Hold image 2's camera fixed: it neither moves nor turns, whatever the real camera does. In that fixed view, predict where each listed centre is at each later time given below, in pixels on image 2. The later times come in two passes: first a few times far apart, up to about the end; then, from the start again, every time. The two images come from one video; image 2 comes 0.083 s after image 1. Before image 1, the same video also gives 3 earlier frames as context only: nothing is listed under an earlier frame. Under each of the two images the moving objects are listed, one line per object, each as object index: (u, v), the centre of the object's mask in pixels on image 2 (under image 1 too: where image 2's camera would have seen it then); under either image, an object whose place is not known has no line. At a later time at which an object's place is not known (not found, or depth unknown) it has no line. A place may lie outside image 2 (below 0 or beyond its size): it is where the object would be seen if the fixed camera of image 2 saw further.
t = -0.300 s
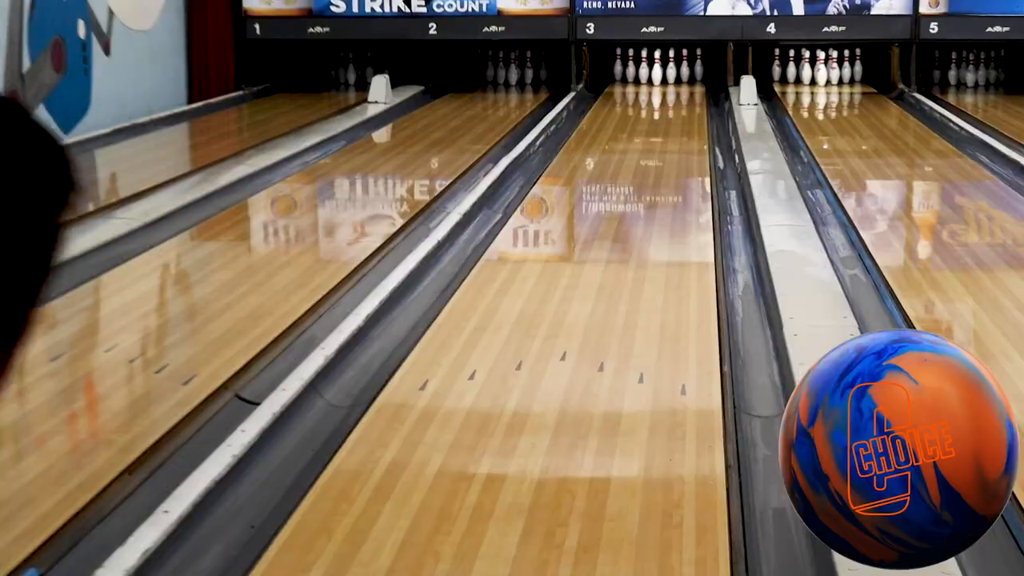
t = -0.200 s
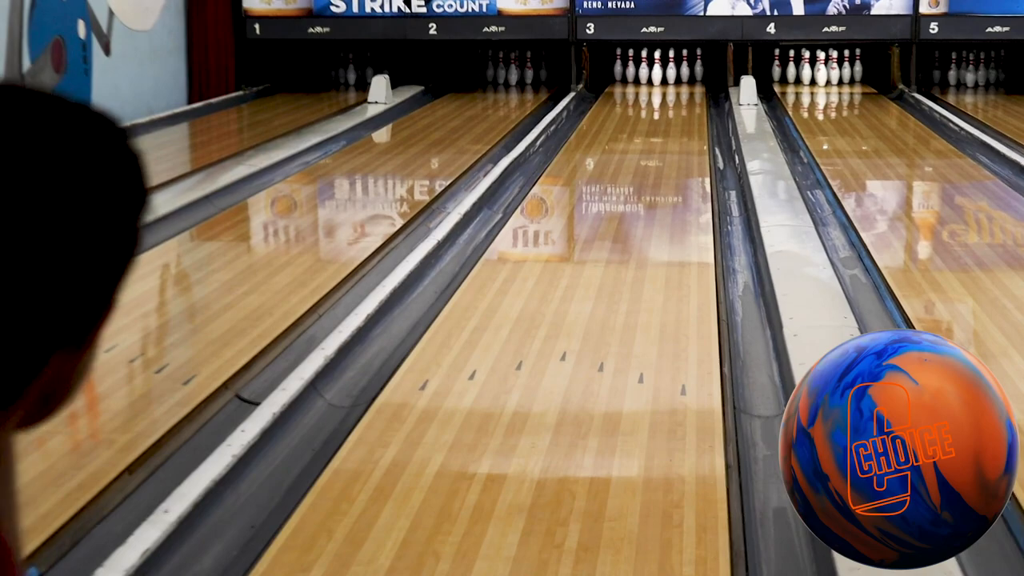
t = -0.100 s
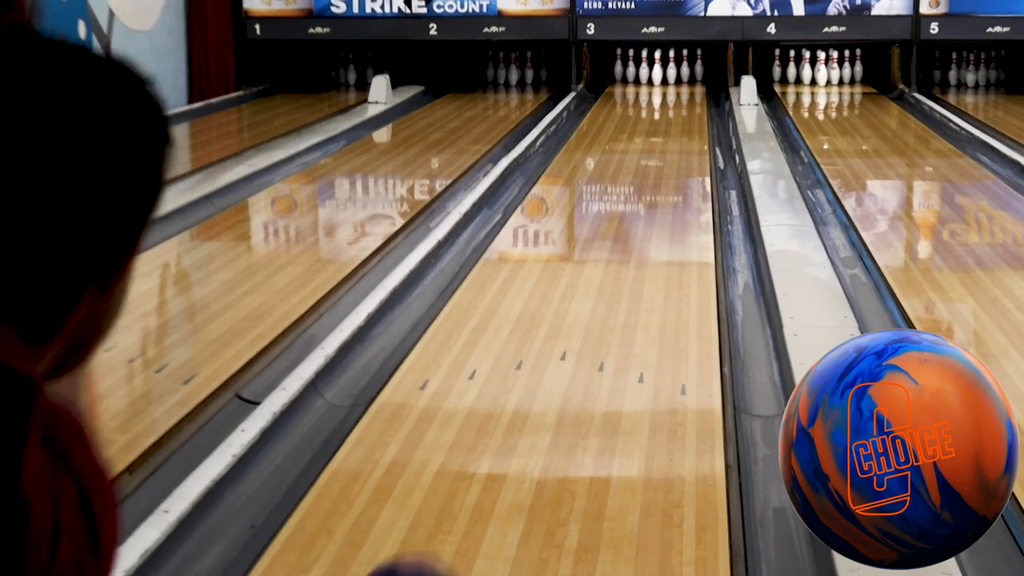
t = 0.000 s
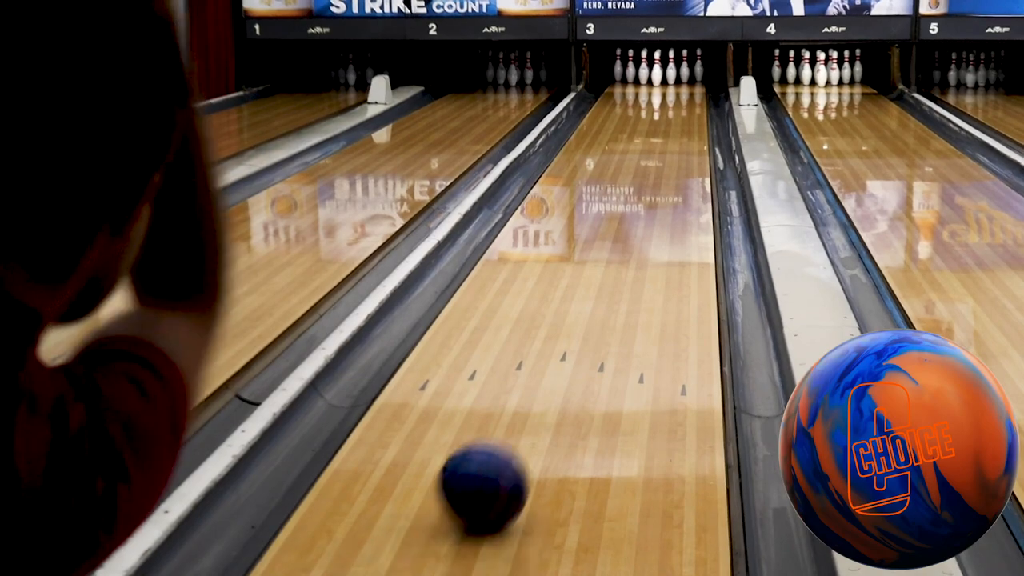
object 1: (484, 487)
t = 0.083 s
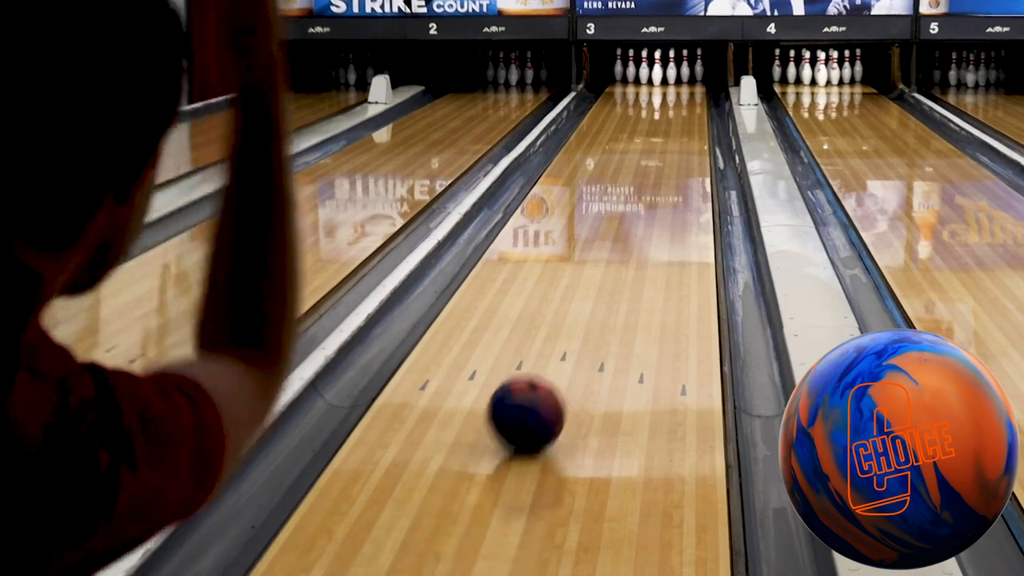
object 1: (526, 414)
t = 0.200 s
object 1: (570, 340)
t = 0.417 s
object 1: (622, 253)
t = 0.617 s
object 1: (651, 202)
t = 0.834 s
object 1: (670, 163)
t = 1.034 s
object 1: (681, 137)
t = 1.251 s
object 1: (685, 117)
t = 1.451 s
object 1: (683, 102)
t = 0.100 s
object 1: (533, 402)
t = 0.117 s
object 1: (540, 391)
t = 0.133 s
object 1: (547, 379)
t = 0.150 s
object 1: (553, 369)
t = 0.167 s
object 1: (559, 359)
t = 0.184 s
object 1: (565, 350)
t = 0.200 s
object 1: (570, 340)
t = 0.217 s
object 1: (575, 332)
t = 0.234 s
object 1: (580, 324)
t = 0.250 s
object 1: (585, 316)
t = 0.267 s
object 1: (589, 309)
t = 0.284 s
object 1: (593, 301)
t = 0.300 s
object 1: (598, 295)
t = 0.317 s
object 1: (601, 288)
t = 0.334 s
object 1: (605, 282)
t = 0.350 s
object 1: (609, 275)
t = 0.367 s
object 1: (612, 269)
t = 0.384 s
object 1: (616, 264)
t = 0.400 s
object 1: (619, 258)
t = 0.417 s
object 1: (622, 253)
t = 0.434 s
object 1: (625, 248)
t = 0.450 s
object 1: (628, 242)
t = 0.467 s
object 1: (630, 238)
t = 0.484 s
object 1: (633, 233)
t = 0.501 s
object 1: (636, 229)
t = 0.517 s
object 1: (638, 224)
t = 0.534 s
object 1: (640, 220)
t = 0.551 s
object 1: (643, 216)
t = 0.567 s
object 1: (644, 212)
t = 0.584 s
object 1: (647, 208)
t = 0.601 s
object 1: (648, 205)
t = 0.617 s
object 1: (651, 202)
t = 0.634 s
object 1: (653, 197)
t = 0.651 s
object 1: (655, 194)
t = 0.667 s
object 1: (656, 191)
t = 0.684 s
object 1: (658, 188)
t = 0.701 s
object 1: (659, 185)
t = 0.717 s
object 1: (661, 182)
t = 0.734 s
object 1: (662, 179)
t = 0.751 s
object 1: (664, 176)
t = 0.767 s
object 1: (665, 173)
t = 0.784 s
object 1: (667, 171)
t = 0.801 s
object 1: (668, 168)
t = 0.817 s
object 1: (669, 166)
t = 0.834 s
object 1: (670, 163)
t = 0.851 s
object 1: (672, 161)
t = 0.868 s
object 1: (672, 159)
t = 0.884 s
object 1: (674, 156)
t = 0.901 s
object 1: (674, 154)
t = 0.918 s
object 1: (675, 152)
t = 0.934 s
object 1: (676, 150)
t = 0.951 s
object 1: (677, 147)
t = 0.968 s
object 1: (678, 145)
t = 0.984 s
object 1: (679, 143)
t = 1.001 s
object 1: (680, 141)
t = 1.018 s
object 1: (680, 140)
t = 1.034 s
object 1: (681, 137)
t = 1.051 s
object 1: (681, 136)
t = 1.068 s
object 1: (682, 134)
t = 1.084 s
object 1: (683, 132)
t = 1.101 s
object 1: (683, 130)
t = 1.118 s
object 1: (684, 129)
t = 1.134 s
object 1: (684, 128)
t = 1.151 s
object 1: (684, 125)
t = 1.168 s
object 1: (684, 124)
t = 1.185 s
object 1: (685, 123)
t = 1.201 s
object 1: (685, 121)
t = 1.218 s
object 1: (685, 120)
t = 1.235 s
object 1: (685, 119)
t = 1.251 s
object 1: (685, 117)
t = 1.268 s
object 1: (686, 116)
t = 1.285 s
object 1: (685, 114)
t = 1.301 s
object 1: (685, 113)
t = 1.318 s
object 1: (685, 111)
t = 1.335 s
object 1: (685, 110)
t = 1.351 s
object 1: (685, 109)
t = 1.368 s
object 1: (685, 107)
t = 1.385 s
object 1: (685, 106)
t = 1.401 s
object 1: (684, 105)
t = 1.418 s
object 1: (684, 104)
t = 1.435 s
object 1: (684, 103)
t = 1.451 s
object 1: (683, 102)
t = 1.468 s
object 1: (683, 101)
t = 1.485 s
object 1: (683, 100)
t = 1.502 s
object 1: (682, 99)
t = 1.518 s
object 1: (682, 97)
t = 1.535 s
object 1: (682, 96)
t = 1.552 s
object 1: (681, 95)
